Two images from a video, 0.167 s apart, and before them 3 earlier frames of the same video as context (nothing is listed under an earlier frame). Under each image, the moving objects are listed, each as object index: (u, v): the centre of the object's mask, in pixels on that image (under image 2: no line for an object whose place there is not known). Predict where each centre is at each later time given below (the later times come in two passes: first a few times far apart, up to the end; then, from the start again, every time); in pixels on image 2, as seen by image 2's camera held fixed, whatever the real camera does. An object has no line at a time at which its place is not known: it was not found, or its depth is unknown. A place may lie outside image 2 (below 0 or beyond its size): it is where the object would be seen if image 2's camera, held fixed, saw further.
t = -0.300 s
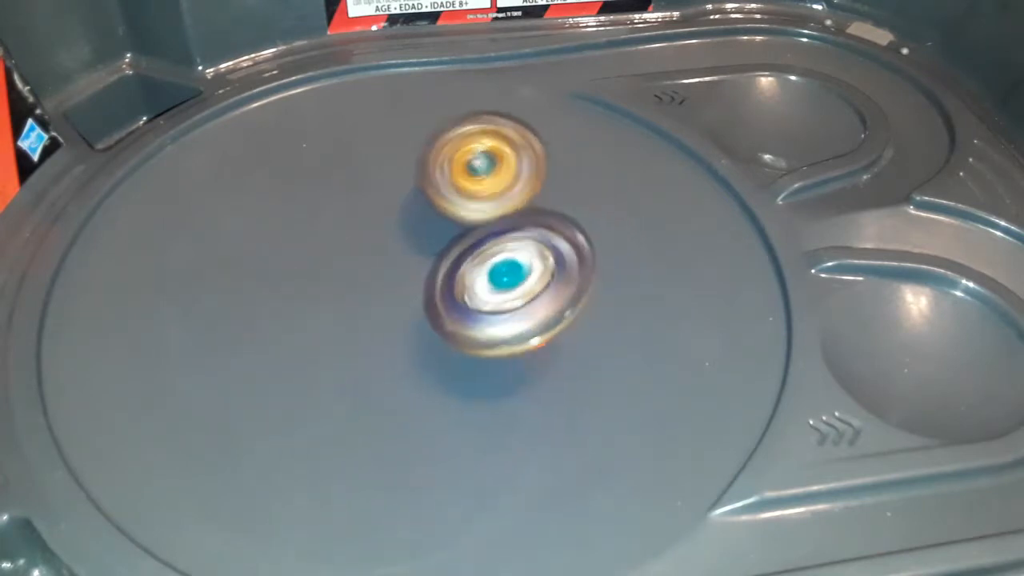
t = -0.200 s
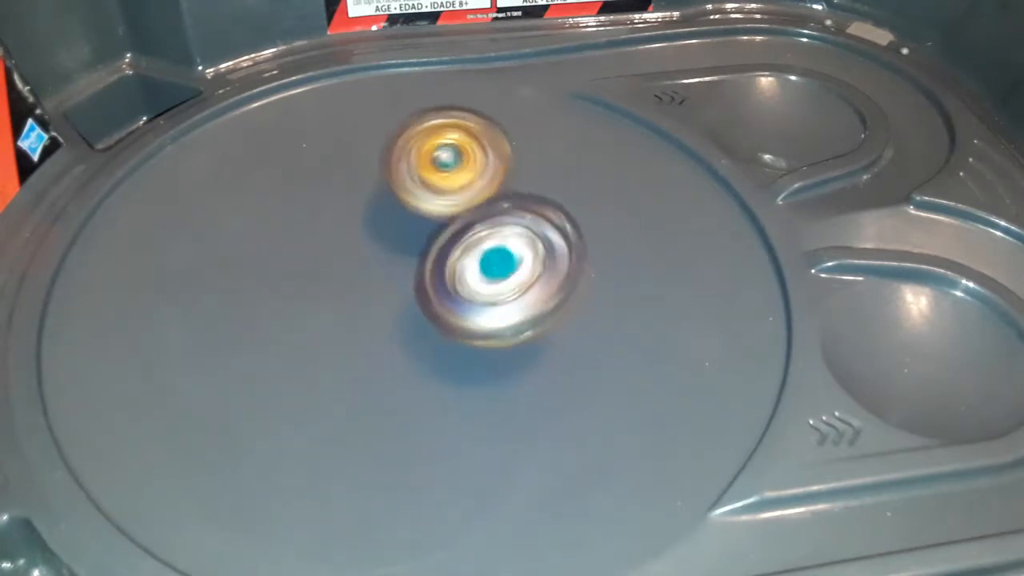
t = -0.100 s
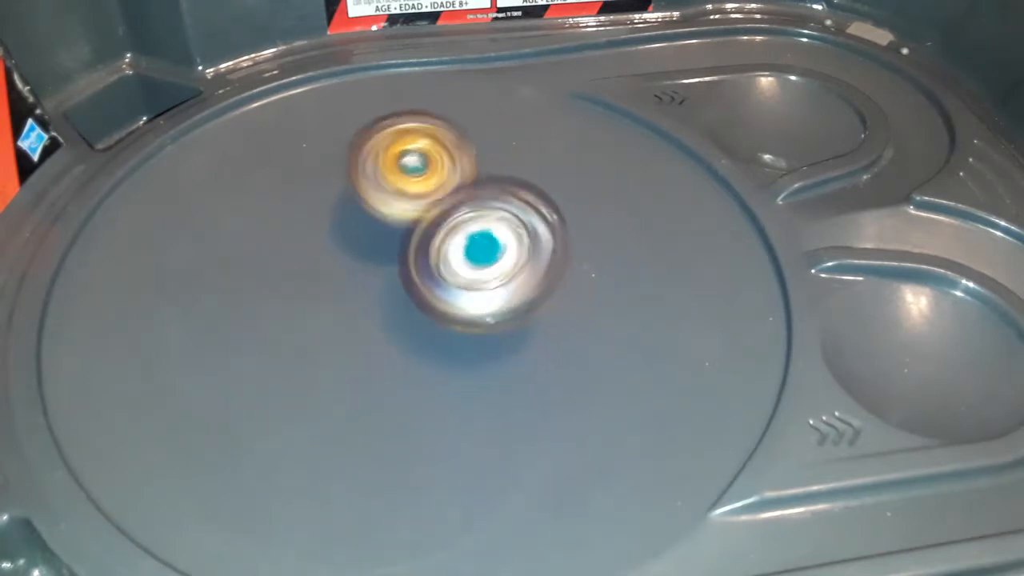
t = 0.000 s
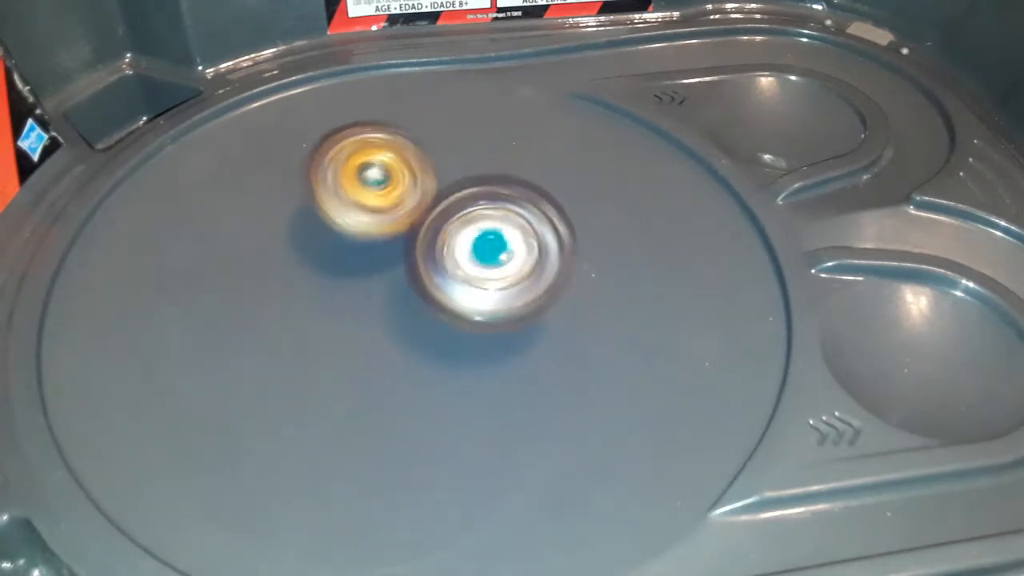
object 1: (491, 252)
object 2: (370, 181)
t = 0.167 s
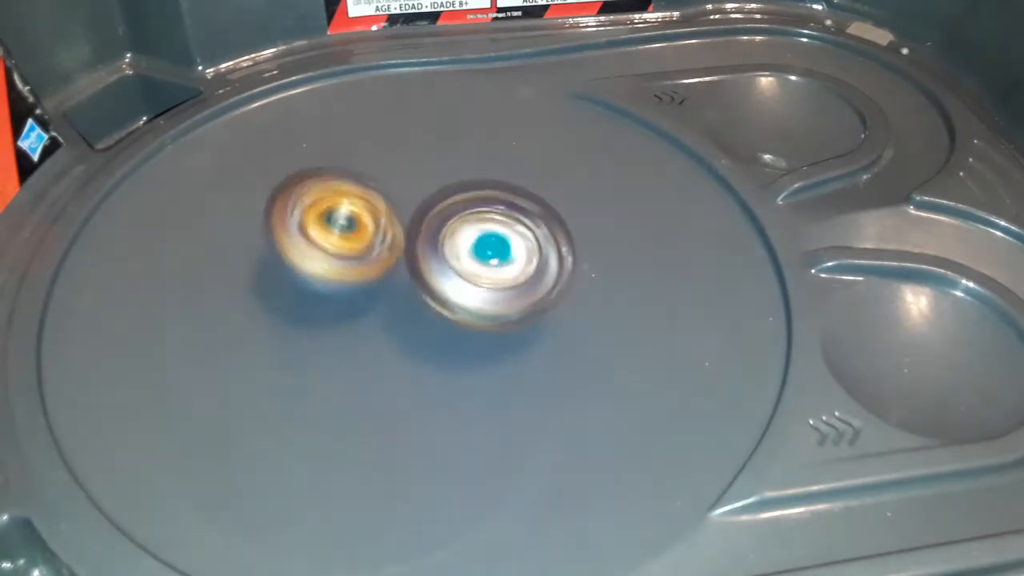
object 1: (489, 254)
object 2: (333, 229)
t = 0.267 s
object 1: (486, 257)
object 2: (333, 269)
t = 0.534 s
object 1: (483, 257)
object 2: (424, 367)
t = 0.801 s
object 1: (466, 247)
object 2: (557, 354)
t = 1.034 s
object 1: (428, 228)
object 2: (592, 266)
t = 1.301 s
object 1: (373, 240)
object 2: (510, 182)
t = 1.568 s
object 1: (391, 294)
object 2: (383, 172)
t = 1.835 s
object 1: (471, 300)
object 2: (309, 254)
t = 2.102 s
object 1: (502, 246)
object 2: (380, 358)
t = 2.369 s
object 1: (454, 212)
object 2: (531, 352)
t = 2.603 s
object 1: (403, 235)
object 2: (575, 265)
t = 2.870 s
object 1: (411, 288)
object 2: (500, 186)
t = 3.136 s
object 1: (476, 290)
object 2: (381, 191)
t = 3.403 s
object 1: (488, 246)
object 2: (324, 282)
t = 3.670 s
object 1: (443, 229)
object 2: (412, 363)
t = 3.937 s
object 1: (405, 257)
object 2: (547, 322)
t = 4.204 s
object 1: (421, 279)
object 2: (558, 216)
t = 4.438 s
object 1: (433, 277)
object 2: (467, 167)
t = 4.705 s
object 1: (452, 278)
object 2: (353, 211)
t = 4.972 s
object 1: (484, 273)
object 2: (354, 340)
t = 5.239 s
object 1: (483, 225)
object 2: (502, 379)
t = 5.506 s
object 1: (421, 211)
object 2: (557, 271)
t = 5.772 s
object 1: (375, 275)
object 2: (483, 197)
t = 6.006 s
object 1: (462, 326)
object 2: (396, 216)
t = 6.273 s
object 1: (558, 257)
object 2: (391, 306)
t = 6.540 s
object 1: (476, 189)
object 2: (506, 309)
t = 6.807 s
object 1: (344, 242)
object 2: (501, 247)
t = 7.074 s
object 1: (384, 364)
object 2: (431, 236)
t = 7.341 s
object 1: (561, 305)
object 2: (386, 273)
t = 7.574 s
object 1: (536, 197)
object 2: (399, 287)
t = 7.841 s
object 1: (371, 166)
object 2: (445, 270)
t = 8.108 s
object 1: (307, 264)
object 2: (442, 255)
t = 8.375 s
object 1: (390, 358)
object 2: (438, 244)
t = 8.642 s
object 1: (523, 349)
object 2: (423, 246)
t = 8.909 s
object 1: (521, 340)
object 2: (393, 257)
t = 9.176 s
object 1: (505, 333)
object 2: (381, 269)
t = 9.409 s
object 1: (502, 329)
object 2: (377, 254)
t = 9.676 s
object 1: (501, 329)
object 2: (369, 243)
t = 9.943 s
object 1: (501, 329)
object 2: (386, 244)
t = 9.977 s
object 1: (502, 329)
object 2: (389, 243)
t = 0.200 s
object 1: (487, 255)
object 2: (331, 241)
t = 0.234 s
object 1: (487, 256)
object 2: (331, 256)
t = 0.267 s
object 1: (486, 257)
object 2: (333, 269)
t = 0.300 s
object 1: (485, 258)
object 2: (337, 284)
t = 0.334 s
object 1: (485, 258)
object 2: (344, 299)
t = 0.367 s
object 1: (485, 260)
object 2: (352, 312)
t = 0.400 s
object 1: (484, 259)
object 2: (362, 326)
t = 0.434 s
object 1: (485, 259)
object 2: (376, 339)
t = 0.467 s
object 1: (485, 259)
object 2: (388, 350)
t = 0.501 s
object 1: (483, 258)
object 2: (406, 360)
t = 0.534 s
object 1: (483, 257)
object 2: (424, 367)
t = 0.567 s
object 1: (482, 257)
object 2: (440, 372)
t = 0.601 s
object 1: (481, 257)
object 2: (461, 375)
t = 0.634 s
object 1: (480, 256)
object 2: (477, 377)
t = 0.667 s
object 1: (477, 255)
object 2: (496, 376)
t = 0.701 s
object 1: (475, 255)
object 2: (513, 373)
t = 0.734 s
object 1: (473, 254)
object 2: (529, 369)
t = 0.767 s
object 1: (469, 250)
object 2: (545, 362)
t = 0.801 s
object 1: (466, 247)
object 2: (557, 354)
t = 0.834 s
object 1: (465, 244)
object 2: (568, 343)
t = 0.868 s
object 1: (462, 241)
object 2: (576, 332)
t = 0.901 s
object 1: (460, 239)
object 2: (582, 320)
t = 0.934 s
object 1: (456, 237)
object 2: (585, 306)
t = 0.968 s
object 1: (448, 234)
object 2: (590, 295)
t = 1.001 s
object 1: (438, 230)
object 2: (594, 280)
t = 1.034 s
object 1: (428, 228)
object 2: (592, 266)
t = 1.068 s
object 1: (419, 226)
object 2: (586, 252)
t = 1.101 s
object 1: (410, 225)
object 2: (581, 241)
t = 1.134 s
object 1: (401, 224)
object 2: (572, 228)
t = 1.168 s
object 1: (394, 227)
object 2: (563, 216)
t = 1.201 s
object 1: (387, 229)
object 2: (552, 209)
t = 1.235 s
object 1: (381, 232)
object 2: (539, 197)
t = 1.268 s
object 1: (376, 236)
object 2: (527, 189)
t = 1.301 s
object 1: (373, 240)
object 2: (510, 182)
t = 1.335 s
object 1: (372, 245)
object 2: (497, 178)
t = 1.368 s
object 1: (371, 250)
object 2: (478, 173)
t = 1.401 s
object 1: (372, 256)
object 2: (463, 169)
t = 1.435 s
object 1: (372, 265)
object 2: (445, 168)
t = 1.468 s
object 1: (374, 272)
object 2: (429, 166)
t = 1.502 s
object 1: (377, 282)
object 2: (414, 167)
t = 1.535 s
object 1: (383, 288)
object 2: (397, 168)
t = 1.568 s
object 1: (391, 294)
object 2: (383, 172)
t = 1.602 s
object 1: (399, 300)
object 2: (367, 179)
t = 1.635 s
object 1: (409, 304)
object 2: (356, 185)
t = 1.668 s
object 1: (420, 307)
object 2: (343, 194)
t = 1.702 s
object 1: (429, 308)
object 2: (333, 202)
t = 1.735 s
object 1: (441, 309)
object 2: (325, 214)
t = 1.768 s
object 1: (450, 306)
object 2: (317, 227)
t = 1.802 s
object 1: (462, 304)
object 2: (314, 239)
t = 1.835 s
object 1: (471, 300)
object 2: (309, 254)
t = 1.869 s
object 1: (479, 295)
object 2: (309, 270)
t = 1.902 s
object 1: (487, 289)
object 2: (312, 285)
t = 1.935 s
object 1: (493, 283)
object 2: (316, 298)
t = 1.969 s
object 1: (497, 276)
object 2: (325, 313)
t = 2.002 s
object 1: (500, 268)
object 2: (334, 326)
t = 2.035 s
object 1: (503, 260)
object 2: (348, 338)
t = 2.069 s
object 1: (502, 254)
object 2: (364, 350)
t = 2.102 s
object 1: (502, 246)
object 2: (380, 358)
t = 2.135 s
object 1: (498, 240)
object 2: (399, 365)
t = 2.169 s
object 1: (495, 233)
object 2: (419, 370)
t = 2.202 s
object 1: (491, 229)
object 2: (438, 372)
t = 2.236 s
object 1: (484, 223)
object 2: (459, 373)
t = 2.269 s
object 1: (477, 219)
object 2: (481, 370)
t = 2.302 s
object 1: (471, 216)
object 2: (497, 366)
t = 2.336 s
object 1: (463, 213)
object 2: (517, 359)
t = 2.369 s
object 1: (454, 212)
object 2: (531, 352)
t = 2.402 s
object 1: (446, 212)
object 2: (545, 341)
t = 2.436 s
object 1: (437, 214)
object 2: (556, 331)
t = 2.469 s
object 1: (428, 215)
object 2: (566, 318)
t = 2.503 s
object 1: (422, 220)
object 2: (572, 305)
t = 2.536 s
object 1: (415, 224)
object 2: (575, 292)
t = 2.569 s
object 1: (410, 229)
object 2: (576, 278)
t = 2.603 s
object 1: (403, 235)
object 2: (575, 265)
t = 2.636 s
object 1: (401, 241)
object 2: (571, 252)
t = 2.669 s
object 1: (398, 247)
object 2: (565, 240)
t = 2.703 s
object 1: (397, 253)
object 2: (559, 228)
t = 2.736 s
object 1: (396, 261)
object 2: (549, 217)
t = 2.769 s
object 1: (398, 268)
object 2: (541, 210)
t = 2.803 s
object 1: (400, 275)
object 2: (528, 199)
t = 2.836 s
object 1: (405, 281)
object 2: (516, 192)
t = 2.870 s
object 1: (411, 288)
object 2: (500, 186)
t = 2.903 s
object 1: (418, 292)
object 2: (488, 181)
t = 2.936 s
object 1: (427, 297)
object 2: (470, 178)
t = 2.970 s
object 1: (436, 298)
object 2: (457, 176)
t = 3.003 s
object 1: (444, 300)
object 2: (440, 177)
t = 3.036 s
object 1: (453, 299)
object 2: (425, 177)
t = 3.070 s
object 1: (461, 298)
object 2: (409, 182)
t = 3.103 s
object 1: (468, 295)
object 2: (394, 185)
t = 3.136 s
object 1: (476, 290)
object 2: (381, 191)
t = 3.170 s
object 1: (482, 286)
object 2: (368, 200)
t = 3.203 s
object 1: (486, 280)
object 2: (357, 207)
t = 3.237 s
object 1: (490, 275)
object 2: (346, 218)
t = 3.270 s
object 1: (492, 269)
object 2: (338, 229)
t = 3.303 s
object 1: (493, 262)
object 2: (331, 241)
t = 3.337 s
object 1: (492, 257)
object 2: (326, 254)
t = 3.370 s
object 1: (492, 251)
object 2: (323, 268)
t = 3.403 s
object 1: (488, 246)
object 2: (324, 282)
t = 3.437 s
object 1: (486, 241)
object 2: (326, 296)
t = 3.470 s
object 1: (480, 238)
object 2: (332, 309)
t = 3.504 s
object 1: (475, 234)
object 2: (339, 322)
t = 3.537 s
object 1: (469, 232)
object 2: (350, 333)
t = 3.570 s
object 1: (462, 228)
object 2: (363, 344)
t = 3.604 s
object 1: (456, 228)
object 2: (377, 352)
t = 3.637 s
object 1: (449, 227)
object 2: (394, 358)
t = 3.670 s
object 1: (443, 229)
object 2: (412, 363)
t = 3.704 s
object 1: (435, 230)
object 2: (430, 364)
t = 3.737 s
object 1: (430, 233)
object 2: (449, 365)
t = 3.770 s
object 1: (423, 236)
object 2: (467, 362)
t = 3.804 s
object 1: (420, 240)
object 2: (486, 359)
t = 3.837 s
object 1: (414, 243)
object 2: (502, 351)
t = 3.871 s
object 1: (411, 248)
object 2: (520, 345)
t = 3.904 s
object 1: (407, 253)
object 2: (533, 333)
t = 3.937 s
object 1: (405, 257)
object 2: (547, 322)
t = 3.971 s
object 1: (402, 261)
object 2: (556, 309)
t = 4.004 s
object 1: (404, 266)
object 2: (564, 296)
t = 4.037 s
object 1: (405, 269)
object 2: (569, 283)
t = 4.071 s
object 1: (409, 271)
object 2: (571, 268)
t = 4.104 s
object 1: (412, 274)
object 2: (570, 258)
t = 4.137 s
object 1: (415, 276)
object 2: (567, 240)
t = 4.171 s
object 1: (418, 278)
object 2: (562, 230)
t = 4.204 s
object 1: (421, 279)
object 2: (558, 216)
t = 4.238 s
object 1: (423, 279)
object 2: (546, 206)
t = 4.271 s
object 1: (424, 278)
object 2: (539, 198)
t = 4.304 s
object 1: (427, 276)
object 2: (526, 187)
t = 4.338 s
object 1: (428, 275)
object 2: (514, 182)
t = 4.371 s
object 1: (429, 274)
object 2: (500, 175)
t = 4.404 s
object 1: (433, 275)
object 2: (487, 169)
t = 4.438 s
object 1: (433, 277)
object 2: (467, 167)
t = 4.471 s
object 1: (434, 277)
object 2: (454, 168)
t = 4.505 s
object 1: (434, 280)
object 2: (437, 169)
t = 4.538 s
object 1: (436, 281)
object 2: (420, 172)
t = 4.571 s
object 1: (439, 280)
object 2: (405, 175)
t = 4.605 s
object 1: (444, 280)
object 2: (388, 182)
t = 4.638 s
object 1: (446, 280)
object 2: (376, 188)
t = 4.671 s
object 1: (450, 278)
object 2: (360, 201)
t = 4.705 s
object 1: (452, 278)
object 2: (353, 211)
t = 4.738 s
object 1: (458, 277)
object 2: (341, 226)
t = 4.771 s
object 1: (471, 275)
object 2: (334, 244)
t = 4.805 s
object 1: (475, 274)
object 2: (330, 261)
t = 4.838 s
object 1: (479, 273)
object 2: (330, 280)
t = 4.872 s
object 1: (479, 274)
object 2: (329, 294)
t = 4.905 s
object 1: (481, 274)
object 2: (333, 310)
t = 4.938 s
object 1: (482, 274)
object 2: (343, 327)
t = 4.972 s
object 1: (484, 273)
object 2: (354, 340)
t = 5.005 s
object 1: (484, 271)
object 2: (367, 352)
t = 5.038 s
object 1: (486, 270)
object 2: (383, 365)
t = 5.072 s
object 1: (487, 265)
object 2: (402, 379)
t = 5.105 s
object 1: (489, 257)
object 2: (421, 386)
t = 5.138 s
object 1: (489, 245)
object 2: (442, 389)
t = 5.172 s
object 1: (488, 238)
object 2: (463, 390)
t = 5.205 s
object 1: (487, 232)
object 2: (482, 388)
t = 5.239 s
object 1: (483, 225)
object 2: (502, 379)
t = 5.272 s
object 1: (480, 218)
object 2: (519, 371)
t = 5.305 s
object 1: (473, 212)
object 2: (532, 360)
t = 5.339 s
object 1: (466, 210)
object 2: (540, 347)
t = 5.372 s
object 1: (460, 206)
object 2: (549, 333)
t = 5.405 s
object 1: (450, 205)
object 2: (555, 316)
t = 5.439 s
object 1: (443, 206)
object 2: (556, 301)
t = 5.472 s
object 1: (434, 209)
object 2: (555, 286)
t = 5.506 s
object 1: (421, 211)
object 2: (557, 271)
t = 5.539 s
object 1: (405, 214)
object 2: (558, 257)
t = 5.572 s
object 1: (393, 217)
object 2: (551, 243)
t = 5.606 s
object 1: (385, 226)
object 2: (542, 233)
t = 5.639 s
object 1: (382, 234)
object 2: (532, 226)
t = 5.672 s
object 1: (377, 243)
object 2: (525, 217)
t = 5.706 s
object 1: (374, 253)
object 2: (515, 208)
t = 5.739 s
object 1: (371, 264)
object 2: (499, 201)
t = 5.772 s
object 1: (375, 275)
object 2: (483, 197)
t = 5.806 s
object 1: (378, 288)
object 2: (471, 195)
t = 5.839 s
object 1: (387, 300)
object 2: (460, 192)
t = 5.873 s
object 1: (396, 311)
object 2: (445, 192)
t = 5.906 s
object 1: (409, 318)
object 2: (428, 196)
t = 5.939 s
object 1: (426, 323)
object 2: (413, 203)
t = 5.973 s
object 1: (445, 327)
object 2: (405, 209)
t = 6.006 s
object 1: (462, 326)
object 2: (396, 216)
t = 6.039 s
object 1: (479, 322)
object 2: (387, 225)
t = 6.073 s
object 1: (495, 318)
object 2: (380, 236)
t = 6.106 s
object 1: (511, 312)
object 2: (374, 251)
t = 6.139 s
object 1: (527, 304)
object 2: (367, 263)
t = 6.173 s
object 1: (541, 292)
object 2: (366, 273)
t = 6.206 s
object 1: (552, 281)
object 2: (369, 285)
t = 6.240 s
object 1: (557, 267)
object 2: (379, 297)
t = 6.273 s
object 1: (558, 257)
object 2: (391, 306)
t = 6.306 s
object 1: (557, 243)
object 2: (402, 316)
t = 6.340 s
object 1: (550, 234)
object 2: (416, 321)
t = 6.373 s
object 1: (543, 223)
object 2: (430, 322)
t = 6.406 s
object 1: (533, 214)
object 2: (447, 323)
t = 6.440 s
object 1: (523, 204)
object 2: (463, 324)
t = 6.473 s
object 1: (507, 195)
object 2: (479, 319)
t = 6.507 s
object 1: (493, 191)
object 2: (494, 315)
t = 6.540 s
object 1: (476, 189)
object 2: (506, 309)
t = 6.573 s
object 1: (458, 189)
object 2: (512, 301)
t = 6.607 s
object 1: (439, 191)
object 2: (517, 293)
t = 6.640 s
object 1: (419, 194)
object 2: (521, 285)
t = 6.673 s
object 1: (399, 199)
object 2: (523, 272)
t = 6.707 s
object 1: (381, 205)
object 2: (523, 261)
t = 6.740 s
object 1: (367, 215)
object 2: (516, 257)
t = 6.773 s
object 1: (354, 228)
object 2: (506, 252)
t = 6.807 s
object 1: (344, 242)
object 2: (501, 247)
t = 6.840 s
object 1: (339, 256)
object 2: (495, 242)
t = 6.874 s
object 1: (335, 271)
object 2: (486, 237)
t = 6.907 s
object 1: (334, 287)
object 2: (471, 233)
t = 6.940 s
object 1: (335, 309)
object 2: (458, 229)
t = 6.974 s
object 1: (341, 327)
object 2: (448, 226)
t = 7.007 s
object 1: (349, 343)
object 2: (439, 230)
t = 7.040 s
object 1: (367, 355)
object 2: (433, 234)
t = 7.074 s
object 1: (384, 364)
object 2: (431, 236)
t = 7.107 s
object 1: (404, 369)
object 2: (427, 238)
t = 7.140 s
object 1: (428, 370)
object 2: (419, 241)
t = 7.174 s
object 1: (452, 363)
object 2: (414, 246)
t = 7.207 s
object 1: (478, 360)
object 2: (410, 253)
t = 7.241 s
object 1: (500, 350)
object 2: (408, 257)
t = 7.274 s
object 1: (529, 343)
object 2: (394, 259)
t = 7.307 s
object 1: (547, 324)
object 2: (387, 266)
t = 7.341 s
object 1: (561, 305)
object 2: (386, 273)
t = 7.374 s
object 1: (573, 285)
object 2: (389, 276)
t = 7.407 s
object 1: (577, 266)
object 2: (391, 279)
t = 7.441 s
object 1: (573, 250)
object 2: (389, 279)
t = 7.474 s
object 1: (568, 232)
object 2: (385, 281)
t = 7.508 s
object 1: (561, 220)
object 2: (387, 285)
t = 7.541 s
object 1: (550, 208)
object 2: (392, 287)
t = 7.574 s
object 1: (536, 197)
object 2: (399, 287)
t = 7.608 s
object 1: (519, 186)
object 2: (409, 285)
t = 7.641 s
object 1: (503, 177)
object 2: (421, 281)
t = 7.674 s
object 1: (480, 169)
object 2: (421, 278)
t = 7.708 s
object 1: (458, 163)
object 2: (422, 275)
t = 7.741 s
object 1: (437, 163)
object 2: (420, 275)
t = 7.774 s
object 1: (414, 161)
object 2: (427, 276)
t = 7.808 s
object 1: (390, 162)
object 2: (436, 276)
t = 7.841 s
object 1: (371, 166)
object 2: (445, 270)
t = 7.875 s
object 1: (353, 176)
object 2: (448, 265)
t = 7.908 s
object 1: (339, 186)
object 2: (446, 262)
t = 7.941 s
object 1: (329, 197)
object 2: (440, 260)
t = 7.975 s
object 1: (319, 206)
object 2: (436, 259)
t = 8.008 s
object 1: (311, 218)
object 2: (435, 261)
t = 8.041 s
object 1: (304, 233)
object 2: (438, 261)
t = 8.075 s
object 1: (305, 250)
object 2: (442, 257)
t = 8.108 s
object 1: (307, 264)
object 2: (442, 255)
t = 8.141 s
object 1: (310, 282)
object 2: (440, 253)
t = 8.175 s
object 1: (319, 297)
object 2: (435, 254)
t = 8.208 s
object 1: (324, 312)
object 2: (433, 254)
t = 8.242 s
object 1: (333, 326)
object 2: (436, 251)
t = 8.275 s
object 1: (343, 338)
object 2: (439, 248)
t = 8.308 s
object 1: (356, 347)
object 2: (440, 246)
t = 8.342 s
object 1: (374, 356)
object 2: (440, 244)
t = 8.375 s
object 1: (390, 358)
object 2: (438, 244)
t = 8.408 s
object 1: (408, 360)
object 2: (435, 243)
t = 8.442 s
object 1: (429, 362)
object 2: (435, 244)
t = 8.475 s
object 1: (444, 362)
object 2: (436, 247)
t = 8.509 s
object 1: (462, 361)
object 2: (436, 246)
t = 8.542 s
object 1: (478, 358)
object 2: (434, 245)
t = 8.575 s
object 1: (497, 355)
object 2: (427, 243)
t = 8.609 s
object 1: (511, 351)
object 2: (426, 244)
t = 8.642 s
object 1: (523, 349)
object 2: (423, 246)
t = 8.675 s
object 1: (531, 347)
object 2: (423, 248)
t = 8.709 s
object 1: (535, 345)
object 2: (424, 249)
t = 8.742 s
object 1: (538, 345)
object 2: (425, 249)
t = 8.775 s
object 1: (540, 344)
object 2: (422, 247)
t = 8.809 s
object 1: (539, 344)
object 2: (416, 246)
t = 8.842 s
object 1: (535, 343)
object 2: (409, 246)
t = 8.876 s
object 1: (529, 342)
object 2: (398, 251)
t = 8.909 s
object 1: (521, 340)
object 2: (393, 257)
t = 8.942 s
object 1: (509, 340)
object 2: (389, 264)
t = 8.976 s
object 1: (499, 340)
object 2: (389, 261)
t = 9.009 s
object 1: (494, 340)
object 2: (389, 260)
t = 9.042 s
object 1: (493, 340)
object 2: (385, 259)
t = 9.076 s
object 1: (494, 340)
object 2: (378, 261)
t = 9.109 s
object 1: (496, 338)
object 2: (377, 265)
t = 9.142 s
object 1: (500, 335)
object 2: (378, 268)
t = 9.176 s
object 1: (505, 333)
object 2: (381, 269)
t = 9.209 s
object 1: (508, 331)
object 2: (388, 267)
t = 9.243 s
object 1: (508, 331)
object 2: (388, 268)
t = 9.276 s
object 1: (505, 331)
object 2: (390, 266)
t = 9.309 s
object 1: (501, 331)
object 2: (385, 267)
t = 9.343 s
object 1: (501, 330)
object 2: (382, 264)
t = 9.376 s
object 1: (502, 329)
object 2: (379, 259)
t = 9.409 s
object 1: (502, 329)
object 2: (377, 254)
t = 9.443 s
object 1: (501, 329)
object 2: (375, 249)
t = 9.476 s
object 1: (501, 329)
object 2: (375, 245)
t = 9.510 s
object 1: (501, 329)
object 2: (374, 243)
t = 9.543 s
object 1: (501, 329)
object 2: (372, 242)
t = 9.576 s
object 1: (501, 329)
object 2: (371, 242)
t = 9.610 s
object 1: (501, 329)
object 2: (370, 242)
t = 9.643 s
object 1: (501, 329)
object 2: (370, 242)
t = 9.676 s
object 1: (501, 329)
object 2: (369, 243)
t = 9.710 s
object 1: (501, 329)
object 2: (371, 243)
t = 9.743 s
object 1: (501, 329)
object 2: (374, 244)
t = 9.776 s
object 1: (501, 329)
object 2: (377, 244)
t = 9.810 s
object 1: (501, 329)
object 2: (379, 244)
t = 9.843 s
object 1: (501, 329)
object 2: (380, 244)
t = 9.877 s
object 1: (501, 329)
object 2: (382, 244)
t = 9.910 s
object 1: (501, 329)
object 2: (383, 243)
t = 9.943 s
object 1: (501, 329)
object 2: (386, 244)
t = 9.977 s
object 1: (502, 329)
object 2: (389, 243)
